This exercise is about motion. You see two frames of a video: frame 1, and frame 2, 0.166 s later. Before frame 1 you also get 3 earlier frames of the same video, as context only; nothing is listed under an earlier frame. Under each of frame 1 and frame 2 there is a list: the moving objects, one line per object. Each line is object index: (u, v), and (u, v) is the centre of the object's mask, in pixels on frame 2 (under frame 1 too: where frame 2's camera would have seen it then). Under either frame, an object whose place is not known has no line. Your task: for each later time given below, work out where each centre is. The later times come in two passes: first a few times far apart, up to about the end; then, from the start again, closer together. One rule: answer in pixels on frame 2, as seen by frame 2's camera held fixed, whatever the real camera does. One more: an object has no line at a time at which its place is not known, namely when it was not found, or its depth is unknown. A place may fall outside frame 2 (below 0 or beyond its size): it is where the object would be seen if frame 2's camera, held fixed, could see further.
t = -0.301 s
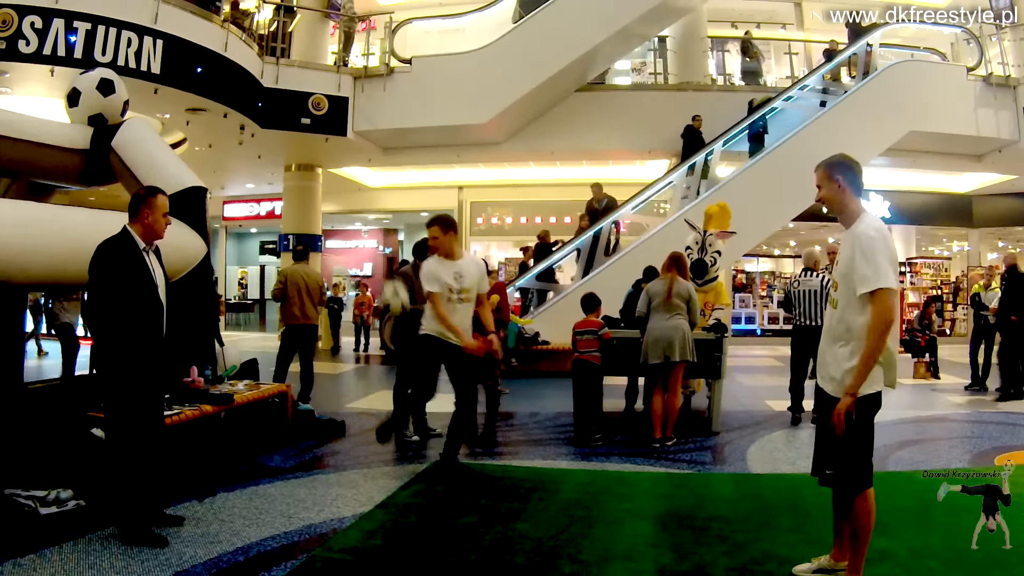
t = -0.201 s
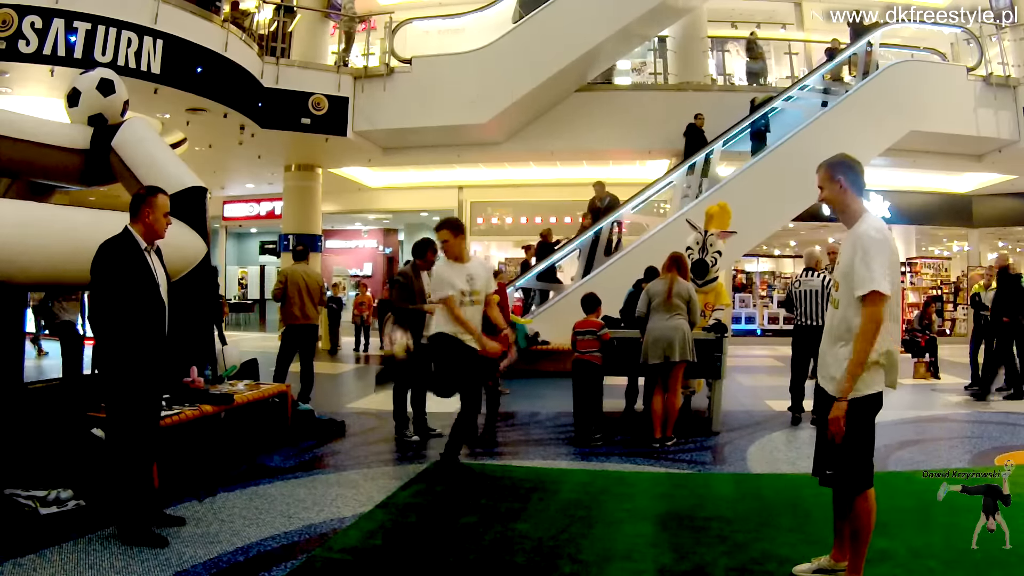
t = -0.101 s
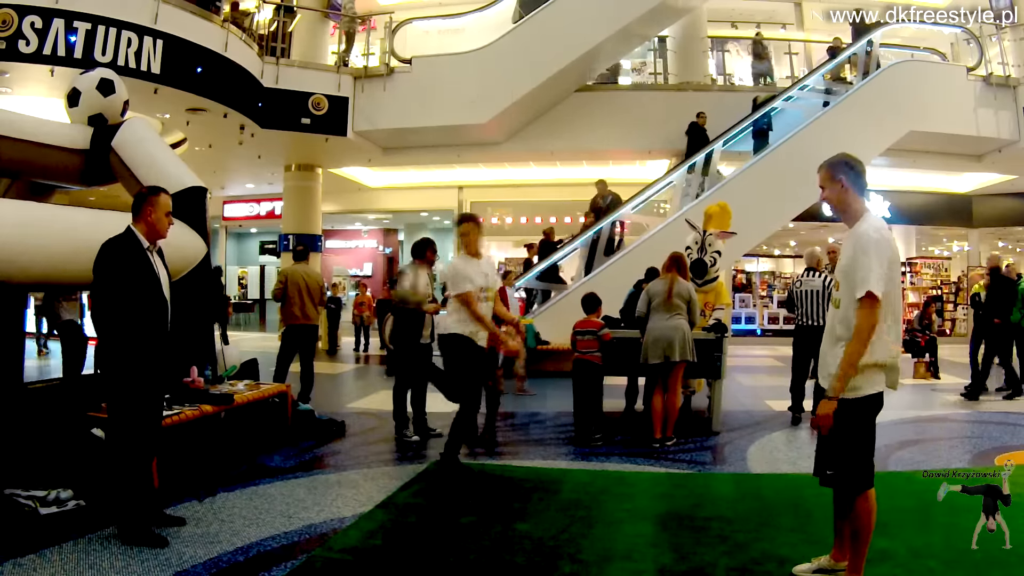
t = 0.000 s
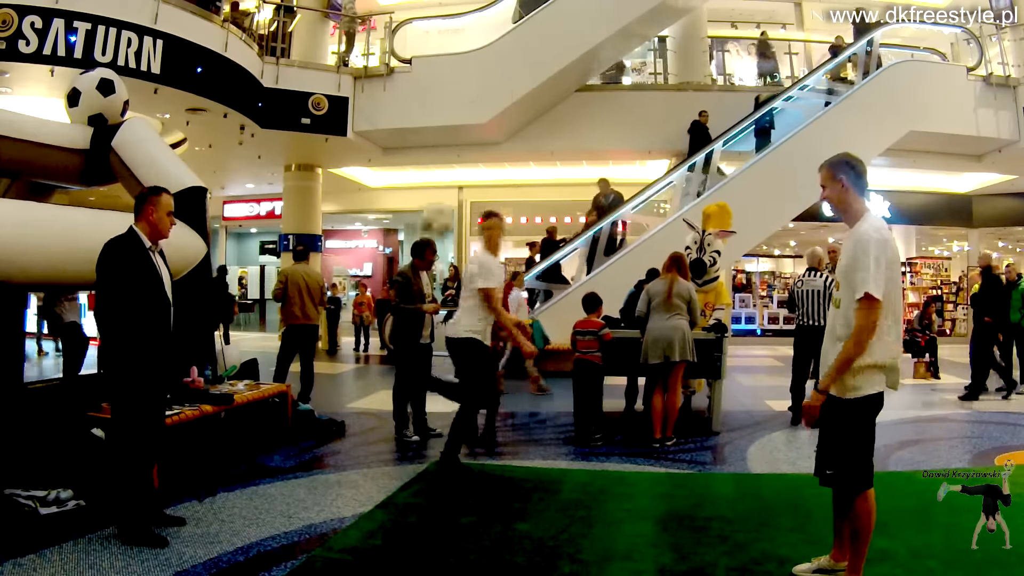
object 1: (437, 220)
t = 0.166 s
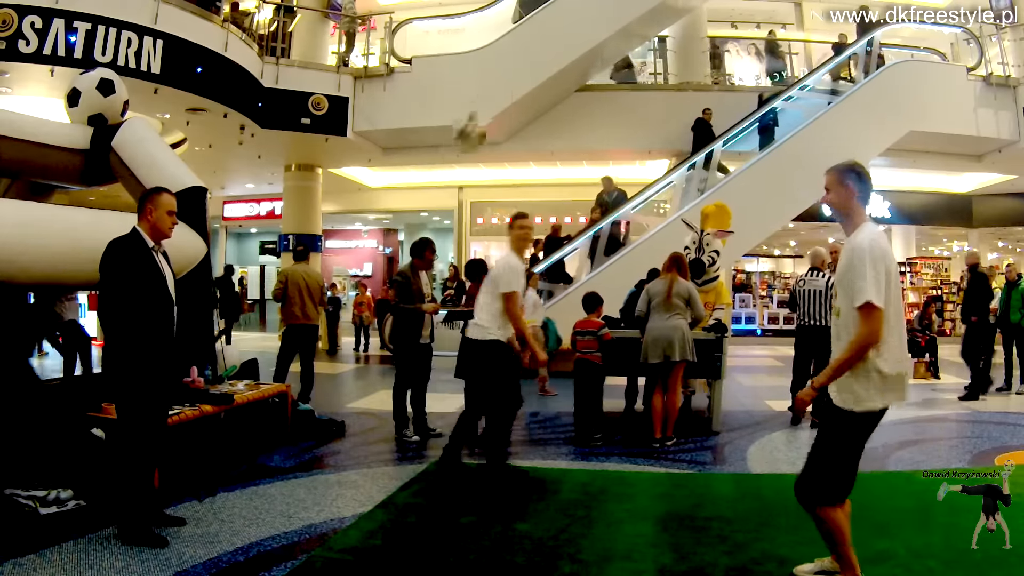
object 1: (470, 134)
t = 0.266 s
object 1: (498, 91)
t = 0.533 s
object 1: (594, 59)
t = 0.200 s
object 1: (479, 117)
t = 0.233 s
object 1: (490, 102)
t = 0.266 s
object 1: (498, 91)
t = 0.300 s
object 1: (510, 80)
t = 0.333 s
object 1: (517, 71)
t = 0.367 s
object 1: (530, 64)
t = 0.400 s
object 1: (539, 58)
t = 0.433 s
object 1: (555, 55)
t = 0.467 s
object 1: (567, 55)
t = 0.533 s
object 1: (594, 59)
